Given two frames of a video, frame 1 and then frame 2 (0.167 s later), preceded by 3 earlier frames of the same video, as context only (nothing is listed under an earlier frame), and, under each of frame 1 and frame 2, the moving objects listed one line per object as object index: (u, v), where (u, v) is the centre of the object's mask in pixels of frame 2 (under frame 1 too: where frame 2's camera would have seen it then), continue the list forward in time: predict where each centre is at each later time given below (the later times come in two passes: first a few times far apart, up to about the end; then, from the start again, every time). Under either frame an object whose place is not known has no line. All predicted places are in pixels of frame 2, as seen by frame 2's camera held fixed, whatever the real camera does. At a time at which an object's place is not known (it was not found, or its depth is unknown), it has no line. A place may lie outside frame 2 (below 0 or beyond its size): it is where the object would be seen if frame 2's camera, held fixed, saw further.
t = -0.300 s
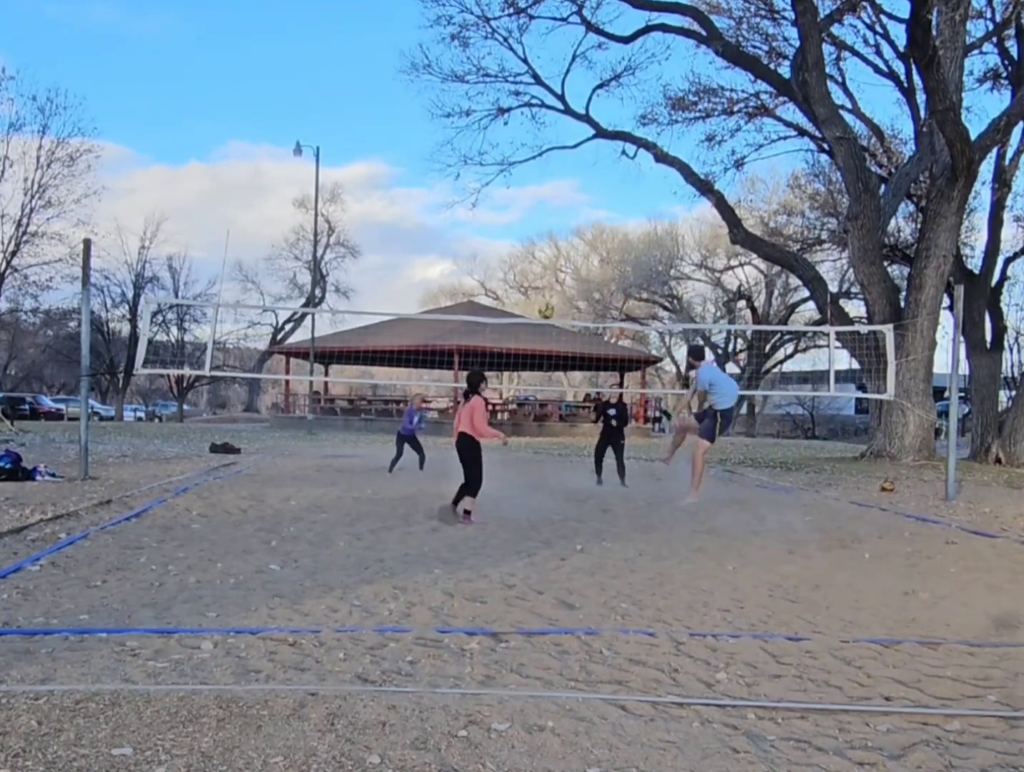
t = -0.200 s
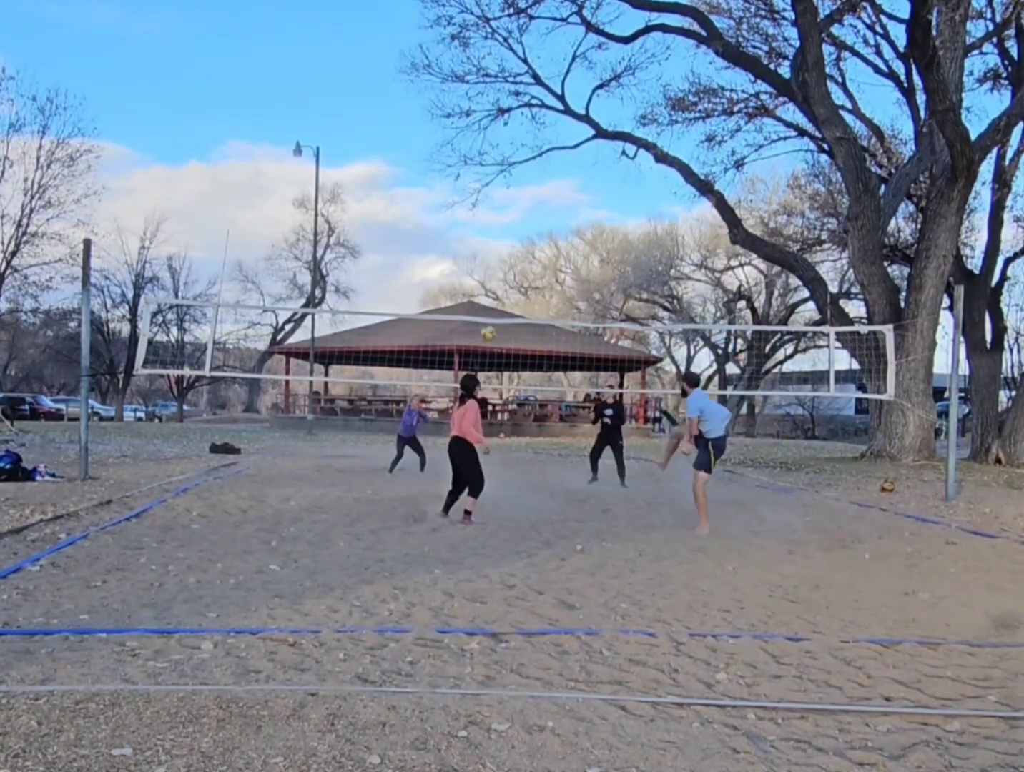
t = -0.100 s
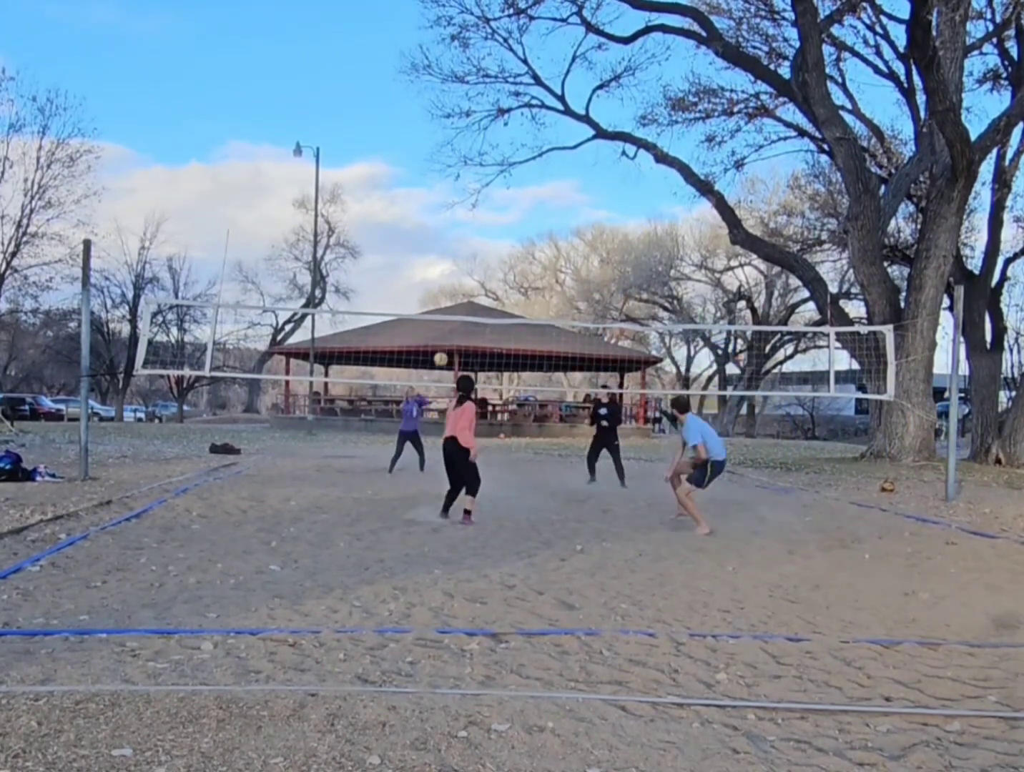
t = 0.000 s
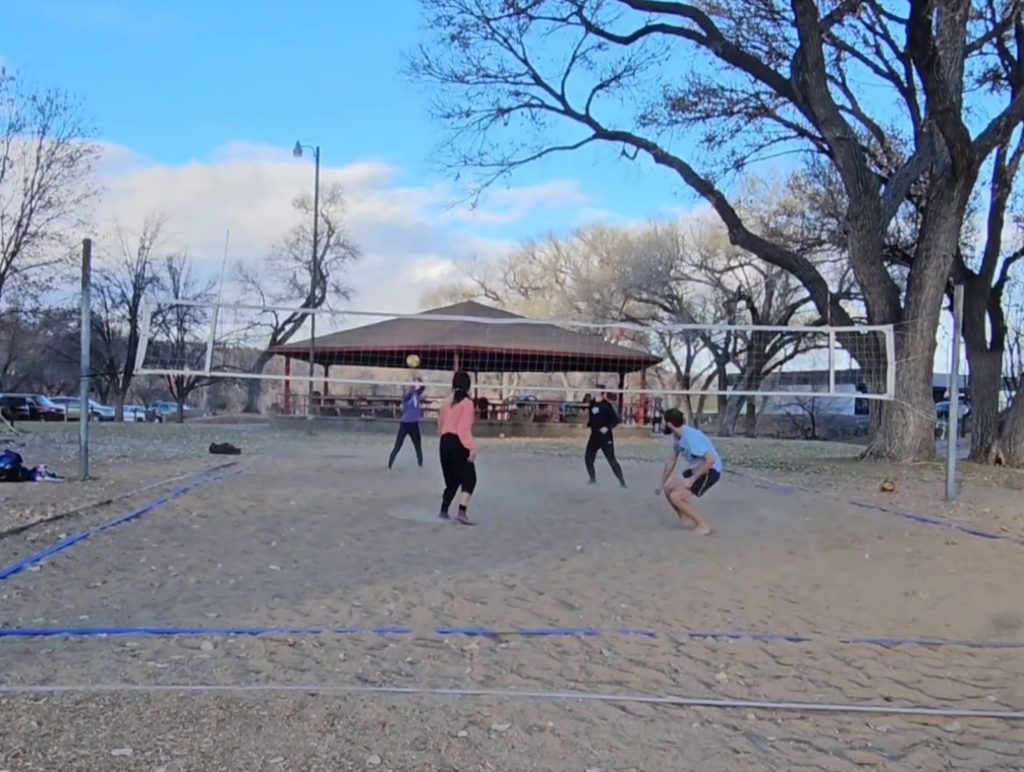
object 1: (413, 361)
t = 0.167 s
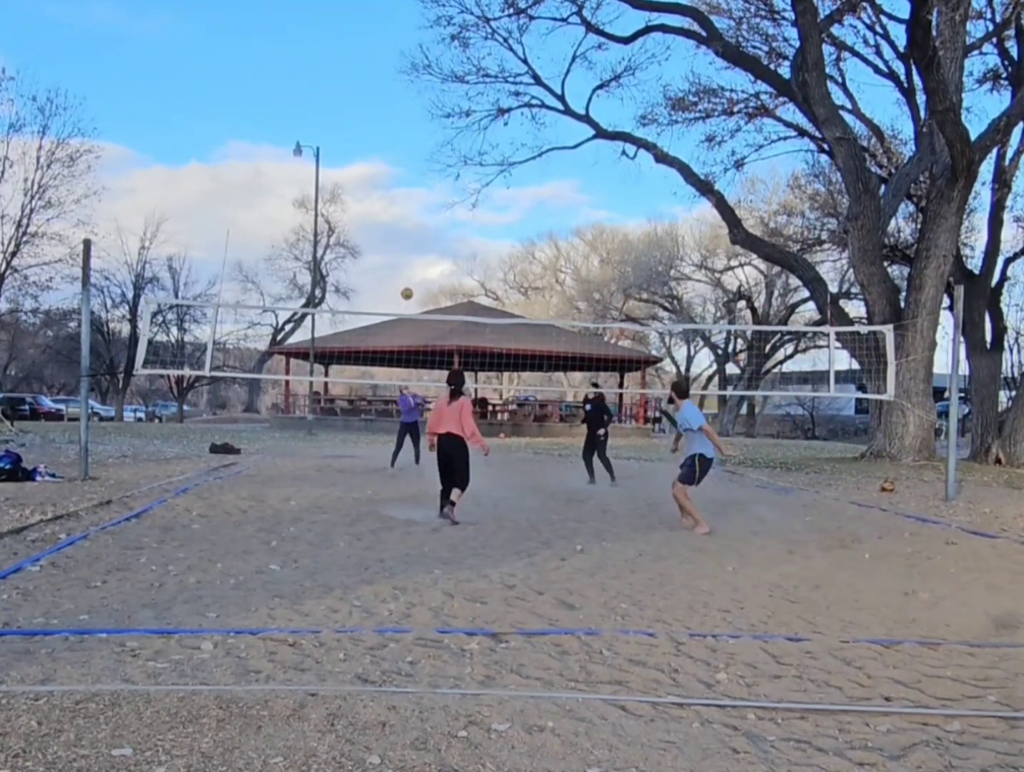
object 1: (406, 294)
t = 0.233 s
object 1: (403, 271)
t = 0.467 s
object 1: (393, 213)
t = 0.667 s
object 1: (383, 189)
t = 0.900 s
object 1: (369, 193)
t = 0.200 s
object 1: (405, 282)
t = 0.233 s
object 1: (403, 271)
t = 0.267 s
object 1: (402, 261)
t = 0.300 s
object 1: (401, 252)
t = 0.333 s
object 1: (399, 243)
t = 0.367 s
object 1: (397, 234)
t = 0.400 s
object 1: (396, 227)
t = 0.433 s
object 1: (394, 220)
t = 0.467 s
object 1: (393, 213)
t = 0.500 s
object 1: (391, 207)
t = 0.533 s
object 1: (389, 203)
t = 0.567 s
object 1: (388, 198)
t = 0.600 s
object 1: (386, 195)
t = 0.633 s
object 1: (384, 192)
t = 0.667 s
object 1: (383, 189)
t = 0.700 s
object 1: (381, 188)
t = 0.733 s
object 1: (379, 187)
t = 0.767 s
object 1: (377, 187)
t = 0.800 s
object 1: (375, 187)
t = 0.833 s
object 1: (373, 188)
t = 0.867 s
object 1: (371, 190)
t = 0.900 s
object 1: (369, 193)
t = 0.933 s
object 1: (367, 196)
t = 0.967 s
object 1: (365, 200)
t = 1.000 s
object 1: (363, 204)
